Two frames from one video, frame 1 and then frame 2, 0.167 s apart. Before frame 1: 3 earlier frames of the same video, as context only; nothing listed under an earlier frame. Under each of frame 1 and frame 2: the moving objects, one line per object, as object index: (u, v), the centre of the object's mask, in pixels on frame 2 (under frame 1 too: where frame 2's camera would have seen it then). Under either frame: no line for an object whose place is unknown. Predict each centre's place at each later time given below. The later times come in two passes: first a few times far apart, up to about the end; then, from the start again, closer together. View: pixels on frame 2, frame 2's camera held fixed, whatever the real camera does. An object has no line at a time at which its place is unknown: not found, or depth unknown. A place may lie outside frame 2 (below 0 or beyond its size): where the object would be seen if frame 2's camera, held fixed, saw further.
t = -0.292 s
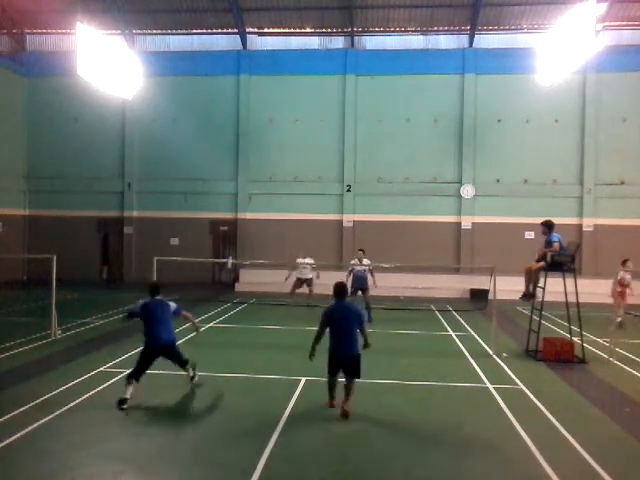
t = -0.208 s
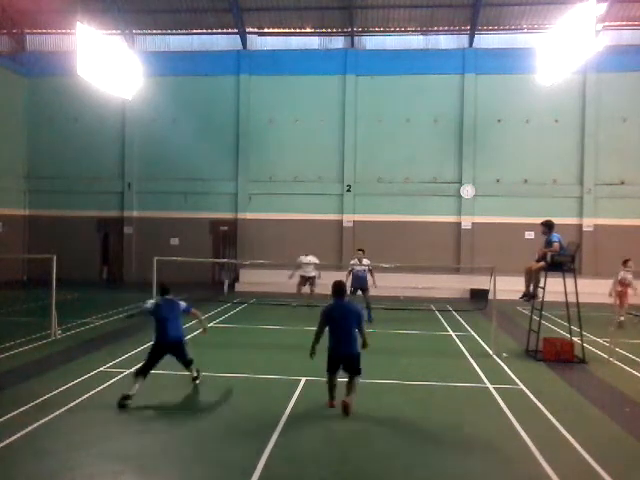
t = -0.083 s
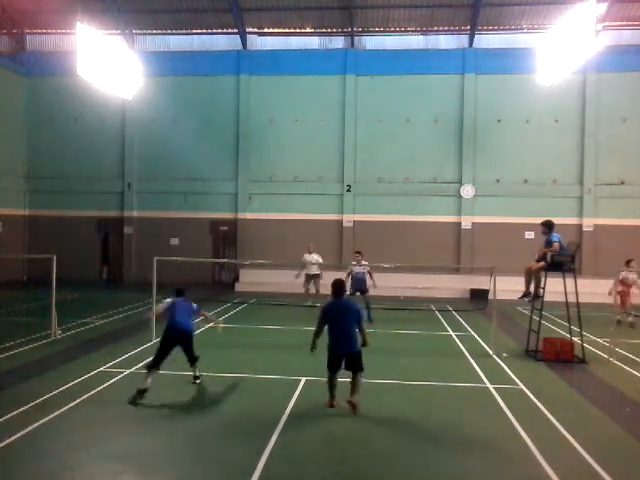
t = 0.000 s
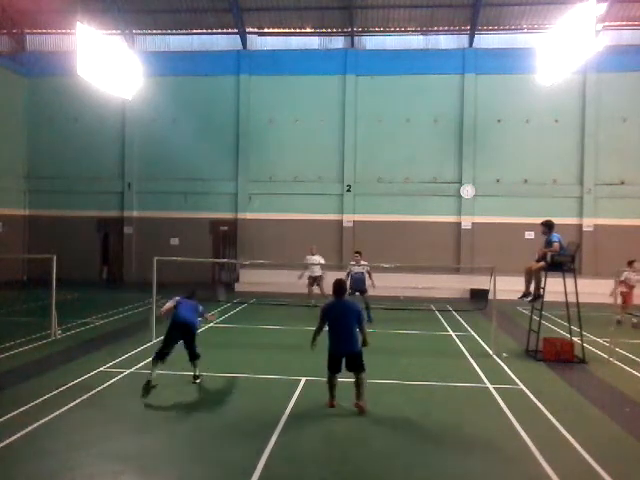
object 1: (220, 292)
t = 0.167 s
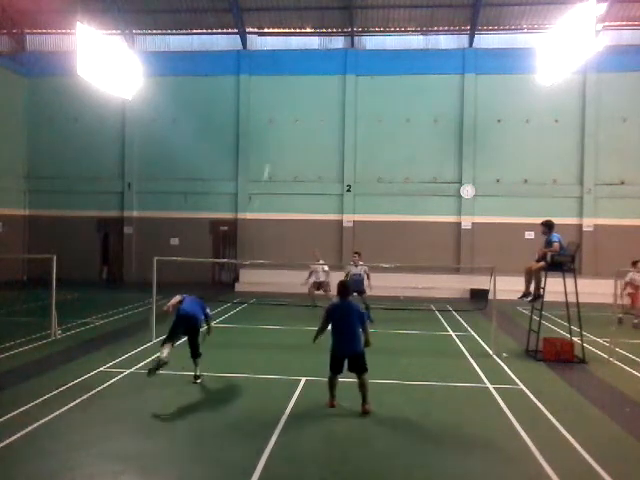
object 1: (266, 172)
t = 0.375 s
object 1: (286, 122)
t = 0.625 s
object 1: (301, 103)
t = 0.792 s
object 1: (308, 108)
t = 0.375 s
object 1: (286, 122)
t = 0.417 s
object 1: (288, 116)
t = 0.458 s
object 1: (291, 112)
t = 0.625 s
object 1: (301, 103)
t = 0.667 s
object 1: (301, 104)
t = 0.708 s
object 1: (305, 105)
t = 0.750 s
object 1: (306, 106)
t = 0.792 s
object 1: (308, 108)
